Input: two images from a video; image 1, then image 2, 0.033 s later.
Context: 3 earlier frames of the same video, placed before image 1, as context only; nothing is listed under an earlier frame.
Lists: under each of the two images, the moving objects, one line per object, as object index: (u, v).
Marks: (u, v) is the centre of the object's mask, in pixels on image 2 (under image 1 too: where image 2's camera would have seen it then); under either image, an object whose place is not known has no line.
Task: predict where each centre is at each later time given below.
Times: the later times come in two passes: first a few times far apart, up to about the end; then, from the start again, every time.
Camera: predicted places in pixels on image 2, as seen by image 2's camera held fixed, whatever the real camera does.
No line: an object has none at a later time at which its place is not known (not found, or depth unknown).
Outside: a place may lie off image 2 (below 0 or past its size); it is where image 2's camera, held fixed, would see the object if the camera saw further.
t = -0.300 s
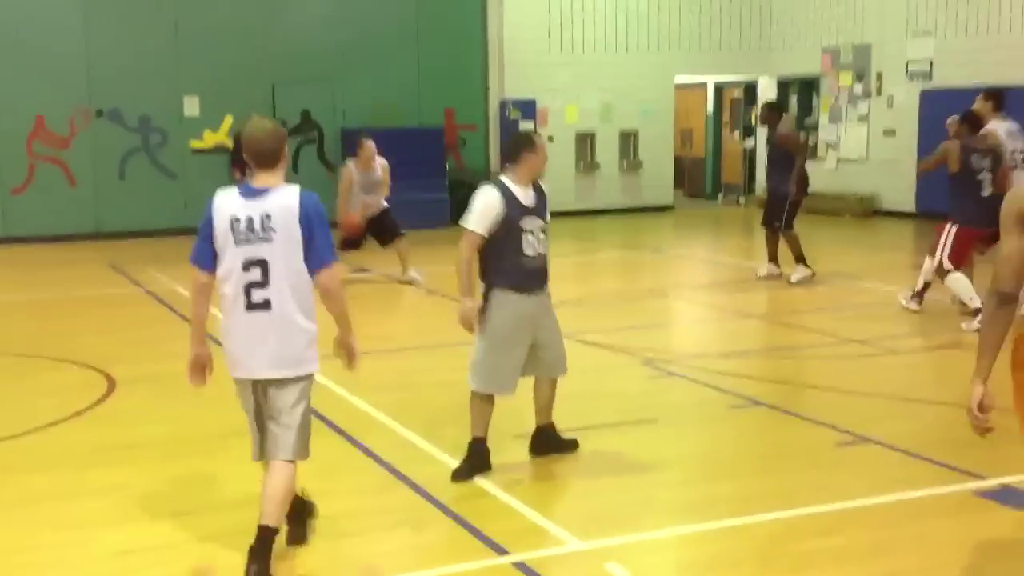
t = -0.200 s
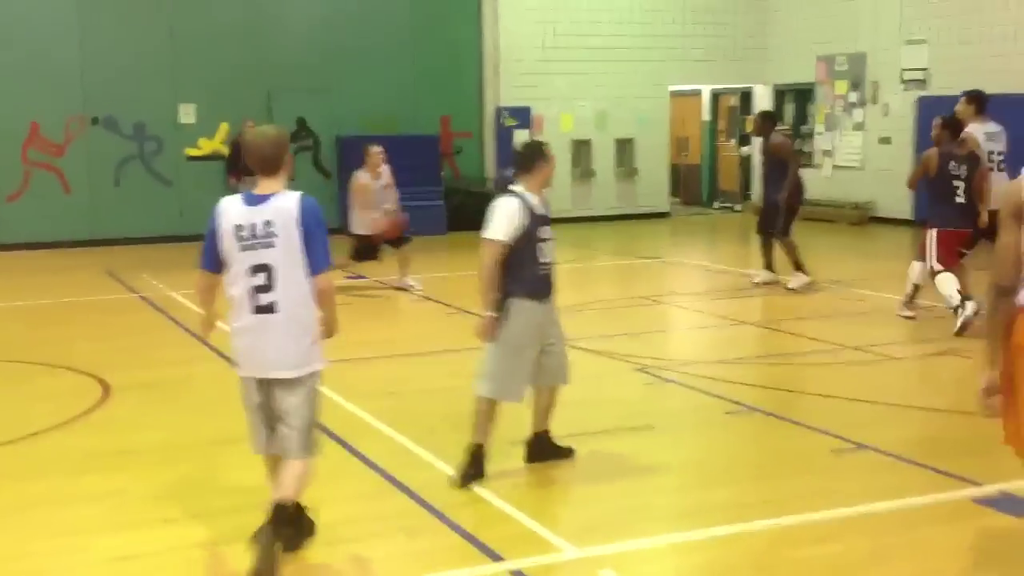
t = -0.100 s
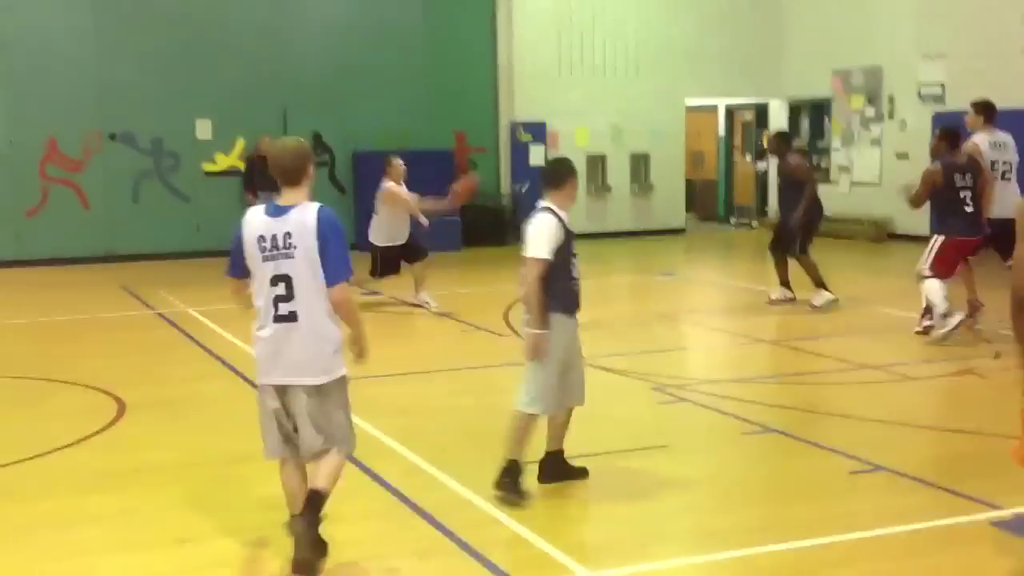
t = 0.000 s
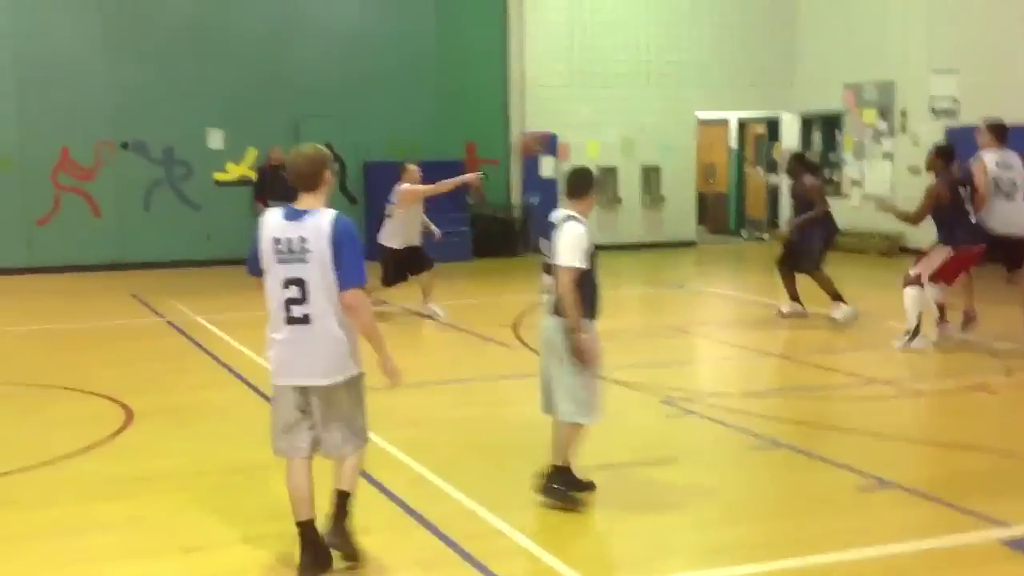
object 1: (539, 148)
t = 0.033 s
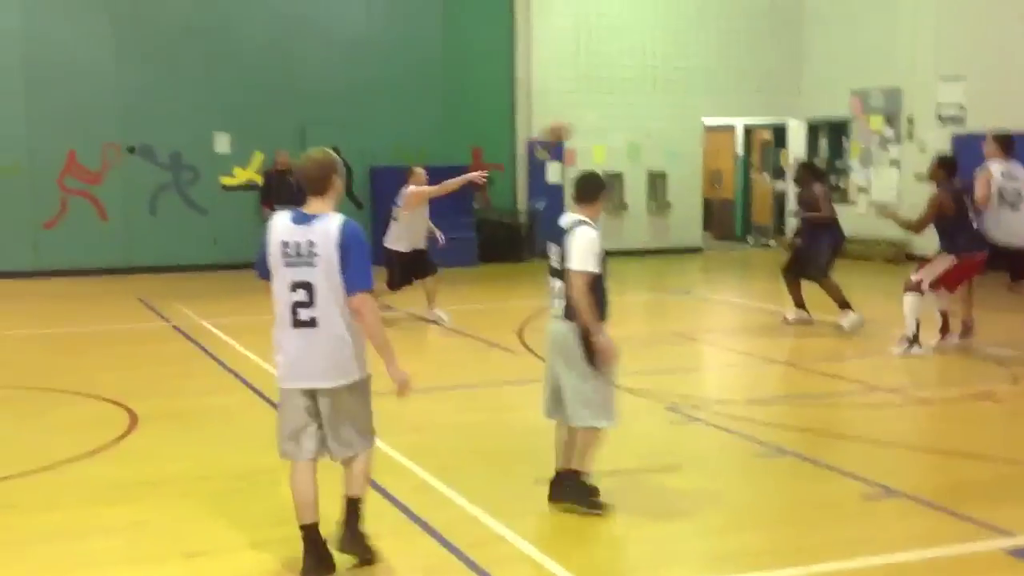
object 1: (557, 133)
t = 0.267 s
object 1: (692, 47)
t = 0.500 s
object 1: (825, 13)
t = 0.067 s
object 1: (575, 119)
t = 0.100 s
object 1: (594, 104)
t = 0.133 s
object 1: (614, 90)
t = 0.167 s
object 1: (632, 78)
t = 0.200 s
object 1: (653, 66)
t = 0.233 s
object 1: (672, 56)
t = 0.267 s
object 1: (692, 47)
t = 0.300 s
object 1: (711, 38)
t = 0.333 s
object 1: (730, 30)
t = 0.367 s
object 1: (749, 25)
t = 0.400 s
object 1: (767, 19)
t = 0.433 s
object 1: (787, 16)
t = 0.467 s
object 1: (805, 14)
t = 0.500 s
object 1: (825, 13)
